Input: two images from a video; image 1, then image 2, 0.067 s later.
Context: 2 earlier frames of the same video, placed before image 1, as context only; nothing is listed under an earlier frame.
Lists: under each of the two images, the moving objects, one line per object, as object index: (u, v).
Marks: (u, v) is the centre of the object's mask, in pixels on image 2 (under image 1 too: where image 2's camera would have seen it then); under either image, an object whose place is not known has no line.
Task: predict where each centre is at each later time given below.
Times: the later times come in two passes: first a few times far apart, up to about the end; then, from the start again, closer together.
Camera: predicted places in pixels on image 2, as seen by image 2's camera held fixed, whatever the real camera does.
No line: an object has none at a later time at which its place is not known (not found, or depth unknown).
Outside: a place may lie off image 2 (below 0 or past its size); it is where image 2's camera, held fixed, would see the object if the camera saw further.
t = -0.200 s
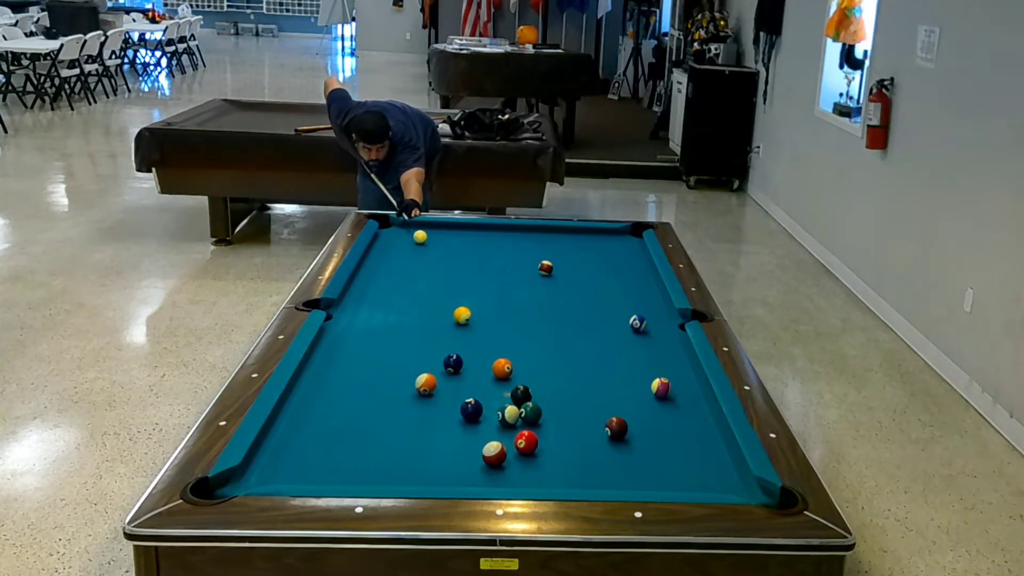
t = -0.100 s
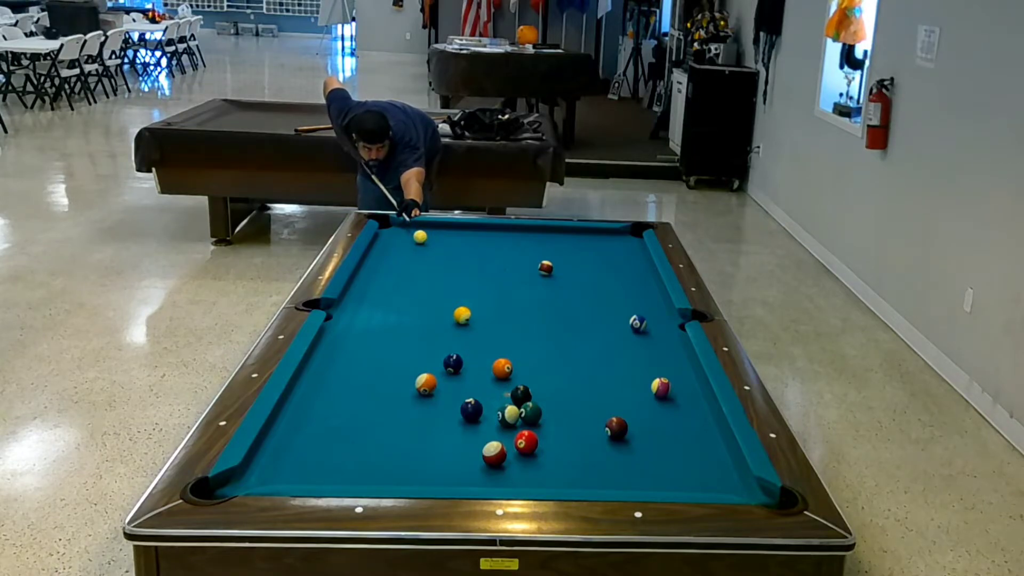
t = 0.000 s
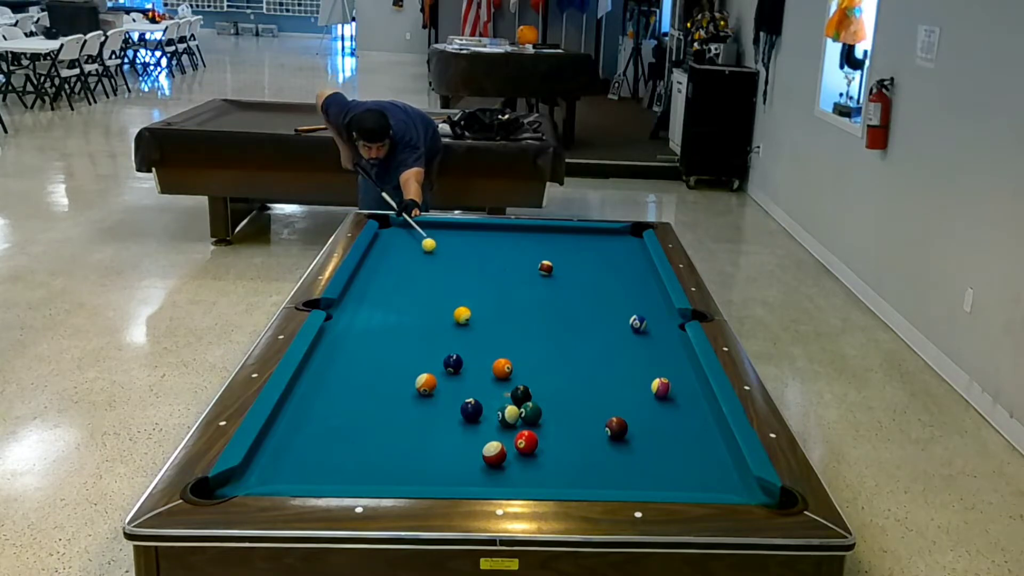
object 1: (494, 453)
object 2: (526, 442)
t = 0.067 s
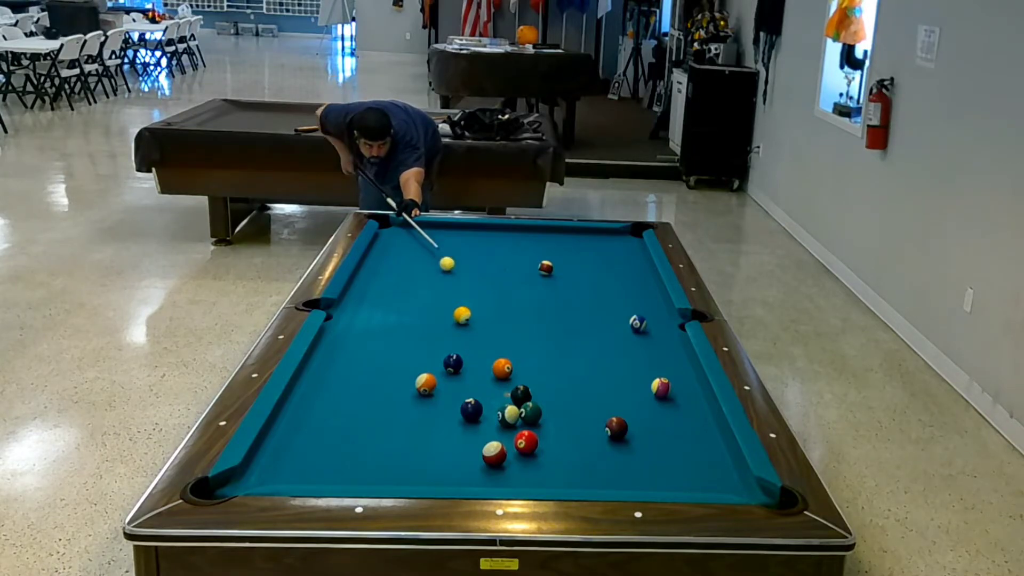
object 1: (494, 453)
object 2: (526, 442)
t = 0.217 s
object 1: (494, 453)
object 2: (526, 442)
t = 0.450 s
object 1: (494, 453)
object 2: (526, 442)
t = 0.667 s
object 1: (494, 453)
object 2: (526, 442)
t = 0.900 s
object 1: (490, 450)
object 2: (526, 442)
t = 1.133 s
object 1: (474, 438)
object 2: (527, 437)
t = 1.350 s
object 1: (461, 428)
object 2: (525, 435)
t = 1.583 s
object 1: (449, 418)
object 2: (525, 433)
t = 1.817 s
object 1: (440, 410)
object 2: (524, 429)
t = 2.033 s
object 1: (433, 402)
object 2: (523, 427)
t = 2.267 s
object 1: (427, 396)
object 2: (522, 426)
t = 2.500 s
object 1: (423, 393)
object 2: (522, 426)
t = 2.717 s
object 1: (421, 392)
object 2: (522, 426)
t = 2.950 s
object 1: (422, 393)
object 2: (522, 426)
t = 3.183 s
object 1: (422, 393)
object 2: (522, 426)
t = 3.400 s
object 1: (422, 393)
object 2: (522, 426)
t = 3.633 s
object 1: (422, 393)
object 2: (522, 426)
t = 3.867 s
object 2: (522, 426)
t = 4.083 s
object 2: (522, 426)
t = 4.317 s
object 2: (522, 426)
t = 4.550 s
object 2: (522, 426)
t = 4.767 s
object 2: (522, 426)
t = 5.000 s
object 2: (522, 426)
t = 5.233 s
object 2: (522, 426)
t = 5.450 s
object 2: (522, 426)
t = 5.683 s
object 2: (522, 426)
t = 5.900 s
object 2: (522, 426)
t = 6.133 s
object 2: (522, 426)
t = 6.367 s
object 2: (522, 426)
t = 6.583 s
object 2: (522, 426)
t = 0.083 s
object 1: (494, 453)
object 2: (526, 442)
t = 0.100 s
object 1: (494, 453)
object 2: (526, 442)
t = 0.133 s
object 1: (494, 453)
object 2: (526, 442)
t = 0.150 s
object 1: (494, 453)
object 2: (526, 442)
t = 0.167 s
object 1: (494, 453)
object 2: (526, 442)
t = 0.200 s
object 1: (494, 453)
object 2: (526, 442)
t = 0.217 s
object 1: (494, 453)
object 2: (526, 442)
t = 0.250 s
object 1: (494, 453)
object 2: (526, 442)
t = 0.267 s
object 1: (494, 453)
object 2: (526, 442)
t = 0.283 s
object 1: (494, 453)
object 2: (526, 442)
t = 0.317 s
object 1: (494, 453)
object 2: (526, 442)
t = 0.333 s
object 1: (494, 453)
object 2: (526, 442)
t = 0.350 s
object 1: (494, 453)
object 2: (526, 442)
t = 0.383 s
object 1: (494, 453)
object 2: (526, 442)
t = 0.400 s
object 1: (494, 453)
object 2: (526, 442)
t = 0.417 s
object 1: (494, 453)
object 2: (526, 442)
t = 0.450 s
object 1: (494, 453)
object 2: (526, 442)
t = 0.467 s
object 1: (494, 453)
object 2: (526, 442)
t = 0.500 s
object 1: (494, 453)
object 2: (526, 442)
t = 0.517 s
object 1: (494, 453)
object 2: (526, 442)
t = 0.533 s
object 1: (494, 453)
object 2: (526, 442)
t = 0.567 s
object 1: (494, 453)
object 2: (526, 442)
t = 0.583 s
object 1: (494, 453)
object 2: (526, 442)
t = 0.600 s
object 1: (494, 453)
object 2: (525, 441)
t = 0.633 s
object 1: (494, 453)
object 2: (526, 441)
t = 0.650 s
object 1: (494, 453)
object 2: (526, 442)
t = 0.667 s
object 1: (494, 453)
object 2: (526, 442)
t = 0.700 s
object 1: (494, 453)
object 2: (526, 442)
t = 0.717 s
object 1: (494, 453)
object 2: (526, 442)
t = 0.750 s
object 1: (494, 453)
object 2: (526, 442)
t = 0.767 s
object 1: (494, 453)
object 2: (526, 442)
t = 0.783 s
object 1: (494, 453)
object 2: (526, 442)
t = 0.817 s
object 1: (494, 453)
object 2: (526, 442)
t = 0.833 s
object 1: (493, 453)
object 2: (526, 442)
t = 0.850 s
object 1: (493, 452)
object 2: (526, 442)
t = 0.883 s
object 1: (491, 451)
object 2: (526, 442)
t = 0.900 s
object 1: (490, 450)
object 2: (526, 442)
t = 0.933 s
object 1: (487, 449)
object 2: (527, 441)
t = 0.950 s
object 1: (486, 448)
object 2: (527, 441)
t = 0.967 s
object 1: (485, 447)
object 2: (527, 441)
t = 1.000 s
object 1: (483, 445)
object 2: (527, 440)
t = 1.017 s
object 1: (481, 444)
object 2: (527, 439)
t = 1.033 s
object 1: (480, 443)
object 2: (527, 439)
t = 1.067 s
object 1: (478, 442)
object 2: (527, 438)
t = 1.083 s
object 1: (477, 441)
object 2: (527, 438)
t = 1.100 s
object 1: (476, 440)
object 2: (527, 437)
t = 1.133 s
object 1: (474, 438)
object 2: (527, 437)
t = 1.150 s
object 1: (473, 437)
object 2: (526, 436)
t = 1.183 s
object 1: (471, 436)
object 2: (526, 436)
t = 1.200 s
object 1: (470, 435)
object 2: (526, 436)
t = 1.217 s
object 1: (469, 434)
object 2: (525, 436)
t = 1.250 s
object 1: (467, 432)
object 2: (525, 435)
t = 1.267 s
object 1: (466, 432)
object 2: (525, 435)
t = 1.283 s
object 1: (465, 431)
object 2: (525, 435)
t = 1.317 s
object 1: (463, 429)
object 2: (526, 435)
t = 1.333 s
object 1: (462, 429)
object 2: (525, 435)
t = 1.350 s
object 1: (461, 428)
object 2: (525, 435)
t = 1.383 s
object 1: (459, 426)
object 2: (525, 434)
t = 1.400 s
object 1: (459, 425)
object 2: (525, 434)
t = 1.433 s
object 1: (456, 424)
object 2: (526, 434)
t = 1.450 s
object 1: (456, 424)
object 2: (526, 434)
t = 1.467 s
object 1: (455, 423)
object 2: (526, 434)
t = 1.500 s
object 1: (454, 422)
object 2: (526, 434)
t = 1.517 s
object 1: (453, 421)
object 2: (526, 433)
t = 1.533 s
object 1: (452, 420)
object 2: (526, 433)
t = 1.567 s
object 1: (450, 419)
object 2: (526, 433)
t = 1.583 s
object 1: (449, 418)
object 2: (525, 433)
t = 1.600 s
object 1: (449, 417)
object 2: (525, 432)
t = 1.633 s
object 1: (447, 416)
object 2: (525, 431)
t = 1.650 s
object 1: (447, 415)
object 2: (525, 431)
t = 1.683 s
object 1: (445, 414)
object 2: (524, 431)
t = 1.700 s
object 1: (445, 414)
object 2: (524, 431)
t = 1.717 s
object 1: (444, 413)
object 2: (524, 430)
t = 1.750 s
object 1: (443, 412)
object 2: (524, 430)
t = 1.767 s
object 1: (442, 411)
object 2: (524, 430)
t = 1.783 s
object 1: (441, 411)
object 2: (524, 430)
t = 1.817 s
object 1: (440, 410)
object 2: (524, 429)
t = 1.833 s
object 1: (440, 409)
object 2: (524, 429)
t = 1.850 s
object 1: (439, 408)
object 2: (524, 429)
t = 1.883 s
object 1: (438, 406)
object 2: (523, 428)
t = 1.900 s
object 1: (438, 406)
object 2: (523, 428)
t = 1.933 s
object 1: (437, 405)
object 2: (523, 428)
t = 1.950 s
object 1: (436, 405)
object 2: (523, 428)
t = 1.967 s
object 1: (435, 405)
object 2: (523, 427)
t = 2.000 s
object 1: (434, 403)
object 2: (523, 427)
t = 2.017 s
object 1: (434, 403)
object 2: (523, 427)
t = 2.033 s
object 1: (433, 402)
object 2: (523, 427)
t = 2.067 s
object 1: (433, 401)
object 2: (523, 427)
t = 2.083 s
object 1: (432, 401)
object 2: (523, 427)
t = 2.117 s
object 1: (431, 400)
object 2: (523, 426)
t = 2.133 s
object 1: (431, 399)
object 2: (523, 426)
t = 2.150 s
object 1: (430, 399)
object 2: (523, 426)
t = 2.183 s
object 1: (430, 398)
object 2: (522, 426)
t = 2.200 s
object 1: (429, 397)
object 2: (523, 426)
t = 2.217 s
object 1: (429, 397)
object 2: (522, 426)
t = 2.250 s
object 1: (428, 396)
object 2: (522, 426)
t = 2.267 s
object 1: (427, 396)
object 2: (522, 426)
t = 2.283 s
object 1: (427, 396)
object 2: (522, 426)
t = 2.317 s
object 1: (426, 395)
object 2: (522, 426)
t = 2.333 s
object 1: (426, 395)
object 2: (522, 426)
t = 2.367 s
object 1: (425, 394)
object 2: (522, 426)
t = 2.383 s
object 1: (425, 394)
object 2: (522, 426)
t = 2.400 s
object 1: (425, 394)
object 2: (522, 426)
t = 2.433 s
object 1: (424, 394)
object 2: (522, 426)
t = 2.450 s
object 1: (424, 394)
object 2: (522, 426)
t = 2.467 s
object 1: (424, 393)
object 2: (522, 426)
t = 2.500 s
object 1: (423, 393)
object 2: (522, 426)
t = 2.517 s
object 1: (423, 393)
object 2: (522, 426)
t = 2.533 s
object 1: (423, 393)
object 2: (522, 426)
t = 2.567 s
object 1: (422, 393)
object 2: (523, 426)
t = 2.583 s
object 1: (422, 392)
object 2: (522, 426)
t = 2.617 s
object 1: (422, 392)
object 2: (522, 426)
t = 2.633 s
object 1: (422, 392)
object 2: (522, 426)
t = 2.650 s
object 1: (422, 392)
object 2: (522, 426)
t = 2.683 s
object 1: (422, 392)
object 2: (522, 426)
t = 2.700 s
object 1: (422, 392)
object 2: (522, 426)
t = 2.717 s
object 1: (421, 392)
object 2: (522, 426)
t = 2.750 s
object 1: (421, 392)
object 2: (522, 426)
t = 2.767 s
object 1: (422, 392)
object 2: (522, 426)
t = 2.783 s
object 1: (421, 392)
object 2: (522, 426)
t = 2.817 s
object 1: (422, 393)
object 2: (522, 426)
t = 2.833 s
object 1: (422, 392)
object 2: (522, 426)
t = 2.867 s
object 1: (422, 392)
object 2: (522, 426)
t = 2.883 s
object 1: (422, 392)
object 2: (522, 426)
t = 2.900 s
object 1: (422, 393)
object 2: (522, 426)
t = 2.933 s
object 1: (422, 393)
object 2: (522, 426)
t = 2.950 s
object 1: (422, 393)
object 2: (522, 426)
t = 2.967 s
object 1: (422, 393)
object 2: (522, 426)
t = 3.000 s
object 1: (422, 393)
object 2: (522, 426)
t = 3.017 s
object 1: (422, 393)
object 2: (522, 426)
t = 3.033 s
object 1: (422, 392)
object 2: (522, 426)
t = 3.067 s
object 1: (422, 393)
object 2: (522, 426)
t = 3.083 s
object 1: (422, 392)
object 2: (522, 426)
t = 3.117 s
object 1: (422, 393)
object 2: (522, 426)
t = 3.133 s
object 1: (422, 393)
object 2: (522, 426)
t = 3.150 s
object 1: (422, 392)
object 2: (522, 426)
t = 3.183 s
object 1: (422, 393)
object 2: (522, 426)
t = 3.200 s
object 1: (422, 393)
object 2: (522, 426)
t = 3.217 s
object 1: (422, 393)
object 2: (522, 426)
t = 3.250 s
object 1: (422, 393)
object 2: (522, 426)
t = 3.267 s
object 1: (422, 393)
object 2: (522, 426)
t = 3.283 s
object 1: (422, 393)
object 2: (522, 426)
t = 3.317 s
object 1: (422, 393)
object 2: (522, 426)
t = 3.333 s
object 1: (422, 393)
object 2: (522, 426)
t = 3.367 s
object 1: (422, 393)
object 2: (522, 426)
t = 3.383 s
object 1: (422, 393)
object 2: (522, 426)
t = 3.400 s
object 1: (422, 393)
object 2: (522, 426)
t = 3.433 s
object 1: (422, 393)
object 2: (522, 426)
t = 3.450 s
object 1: (422, 393)
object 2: (522, 426)
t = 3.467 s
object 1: (422, 393)
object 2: (522, 426)
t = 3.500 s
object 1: (422, 393)
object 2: (522, 426)
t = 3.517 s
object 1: (422, 393)
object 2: (522, 426)
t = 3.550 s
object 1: (422, 393)
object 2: (522, 426)
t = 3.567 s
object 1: (422, 393)
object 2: (522, 426)
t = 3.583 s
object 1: (422, 393)
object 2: (522, 426)
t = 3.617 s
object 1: (422, 393)
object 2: (522, 426)
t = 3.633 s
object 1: (422, 393)
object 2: (522, 426)
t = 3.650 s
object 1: (422, 393)
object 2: (522, 426)
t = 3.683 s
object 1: (422, 393)
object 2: (522, 426)
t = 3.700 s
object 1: (422, 393)
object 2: (522, 426)
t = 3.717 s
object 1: (422, 393)
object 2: (522, 426)
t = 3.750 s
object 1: (422, 393)
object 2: (522, 426)
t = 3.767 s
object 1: (422, 393)
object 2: (522, 426)
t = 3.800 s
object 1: (422, 393)
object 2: (522, 426)
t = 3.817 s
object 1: (422, 393)
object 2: (522, 426)
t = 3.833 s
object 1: (422, 393)
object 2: (522, 426)
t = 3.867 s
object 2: (522, 426)
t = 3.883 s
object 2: (522, 426)
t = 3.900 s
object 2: (522, 426)
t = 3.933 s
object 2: (522, 426)
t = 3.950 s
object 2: (522, 426)
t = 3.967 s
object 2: (522, 426)
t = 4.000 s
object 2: (522, 426)
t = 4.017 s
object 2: (522, 426)
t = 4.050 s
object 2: (522, 426)
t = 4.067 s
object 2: (522, 426)
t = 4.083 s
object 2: (522, 426)
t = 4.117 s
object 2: (522, 426)
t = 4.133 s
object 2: (522, 426)
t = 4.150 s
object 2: (522, 426)
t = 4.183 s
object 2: (522, 426)
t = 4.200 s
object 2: (522, 426)
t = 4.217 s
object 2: (522, 426)
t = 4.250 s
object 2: (522, 426)
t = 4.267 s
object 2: (522, 426)
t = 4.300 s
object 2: (522, 426)
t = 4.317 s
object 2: (522, 426)
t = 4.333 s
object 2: (522, 426)
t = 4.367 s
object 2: (522, 426)
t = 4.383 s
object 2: (522, 426)
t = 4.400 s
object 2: (522, 426)
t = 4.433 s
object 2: (522, 426)
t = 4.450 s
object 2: (522, 426)
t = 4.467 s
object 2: (522, 426)
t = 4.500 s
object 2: (522, 426)
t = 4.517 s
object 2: (522, 426)
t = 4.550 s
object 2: (522, 426)
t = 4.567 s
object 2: (522, 426)
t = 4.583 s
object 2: (522, 426)
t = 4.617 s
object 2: (522, 426)
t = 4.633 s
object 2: (522, 426)
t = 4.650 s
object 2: (522, 426)
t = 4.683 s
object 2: (522, 426)
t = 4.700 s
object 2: (522, 426)
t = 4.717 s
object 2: (522, 426)
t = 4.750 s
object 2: (522, 426)
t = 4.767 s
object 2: (522, 426)
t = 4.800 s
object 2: (522, 426)
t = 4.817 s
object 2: (522, 426)
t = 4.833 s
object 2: (522, 426)
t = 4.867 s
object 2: (522, 426)
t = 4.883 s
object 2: (522, 426)
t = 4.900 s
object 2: (522, 426)
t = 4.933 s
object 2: (522, 426)
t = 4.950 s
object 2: (522, 426)
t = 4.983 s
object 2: (522, 426)
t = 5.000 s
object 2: (522, 426)
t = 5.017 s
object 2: (522, 426)
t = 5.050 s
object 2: (522, 426)
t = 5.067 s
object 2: (522, 426)
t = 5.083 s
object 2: (522, 426)
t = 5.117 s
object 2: (522, 426)
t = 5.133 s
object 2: (522, 426)
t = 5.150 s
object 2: (522, 426)
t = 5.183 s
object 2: (522, 426)
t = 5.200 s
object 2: (522, 426)
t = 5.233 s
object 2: (522, 426)
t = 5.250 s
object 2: (522, 426)
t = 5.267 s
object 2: (522, 426)
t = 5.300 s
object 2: (522, 426)
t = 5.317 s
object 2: (522, 426)
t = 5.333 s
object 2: (522, 426)
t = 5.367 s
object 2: (522, 426)
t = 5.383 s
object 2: (522, 426)
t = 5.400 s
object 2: (522, 426)
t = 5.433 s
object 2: (522, 426)
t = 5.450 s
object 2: (522, 426)
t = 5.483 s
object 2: (522, 426)
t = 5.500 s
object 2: (522, 426)
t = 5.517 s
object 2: (522, 426)
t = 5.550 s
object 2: (522, 426)
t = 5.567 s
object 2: (522, 426)
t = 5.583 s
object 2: (522, 426)
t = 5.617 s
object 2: (522, 426)
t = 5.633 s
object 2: (522, 426)
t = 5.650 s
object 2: (522, 426)
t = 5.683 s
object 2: (522, 426)
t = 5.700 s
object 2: (522, 426)
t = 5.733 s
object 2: (522, 426)
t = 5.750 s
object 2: (522, 426)
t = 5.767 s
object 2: (522, 426)
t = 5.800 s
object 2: (522, 426)
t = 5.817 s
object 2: (522, 426)
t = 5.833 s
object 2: (522, 426)
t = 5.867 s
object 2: (522, 426)
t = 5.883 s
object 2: (522, 426)
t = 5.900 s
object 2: (522, 426)
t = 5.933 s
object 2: (522, 426)
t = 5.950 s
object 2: (522, 426)
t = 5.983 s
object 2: (522, 426)
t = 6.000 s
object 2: (522, 426)
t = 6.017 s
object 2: (522, 426)
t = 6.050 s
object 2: (522, 426)
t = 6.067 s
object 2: (522, 426)
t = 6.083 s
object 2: (522, 426)
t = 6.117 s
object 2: (522, 426)
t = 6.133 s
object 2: (522, 426)
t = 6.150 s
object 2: (522, 426)
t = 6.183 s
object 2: (522, 426)
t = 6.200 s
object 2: (522, 426)
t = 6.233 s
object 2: (522, 426)
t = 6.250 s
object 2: (522, 426)
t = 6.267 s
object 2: (522, 426)
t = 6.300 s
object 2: (522, 426)
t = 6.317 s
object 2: (522, 426)
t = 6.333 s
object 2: (522, 426)
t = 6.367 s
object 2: (522, 426)
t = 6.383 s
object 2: (522, 426)
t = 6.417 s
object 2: (522, 426)
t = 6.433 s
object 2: (522, 426)
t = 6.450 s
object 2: (522, 426)
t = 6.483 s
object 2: (522, 426)
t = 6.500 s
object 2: (522, 426)
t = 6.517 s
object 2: (522, 426)
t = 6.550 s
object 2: (522, 426)
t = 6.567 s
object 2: (522, 426)
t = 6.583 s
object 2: (522, 426)
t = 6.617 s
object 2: (522, 426)
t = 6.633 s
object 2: (522, 426)
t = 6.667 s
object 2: (522, 426)
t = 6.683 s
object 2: (522, 426)
